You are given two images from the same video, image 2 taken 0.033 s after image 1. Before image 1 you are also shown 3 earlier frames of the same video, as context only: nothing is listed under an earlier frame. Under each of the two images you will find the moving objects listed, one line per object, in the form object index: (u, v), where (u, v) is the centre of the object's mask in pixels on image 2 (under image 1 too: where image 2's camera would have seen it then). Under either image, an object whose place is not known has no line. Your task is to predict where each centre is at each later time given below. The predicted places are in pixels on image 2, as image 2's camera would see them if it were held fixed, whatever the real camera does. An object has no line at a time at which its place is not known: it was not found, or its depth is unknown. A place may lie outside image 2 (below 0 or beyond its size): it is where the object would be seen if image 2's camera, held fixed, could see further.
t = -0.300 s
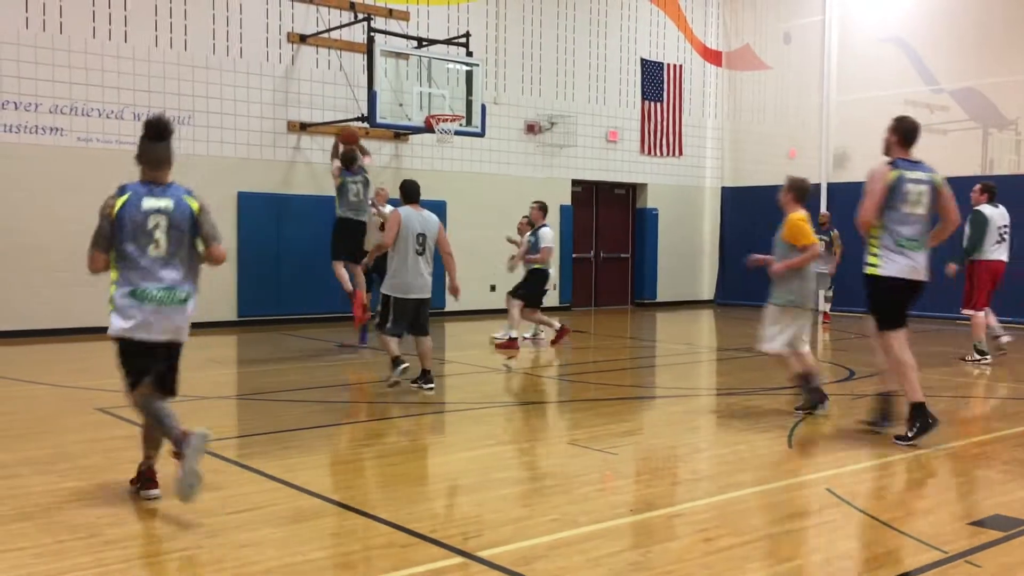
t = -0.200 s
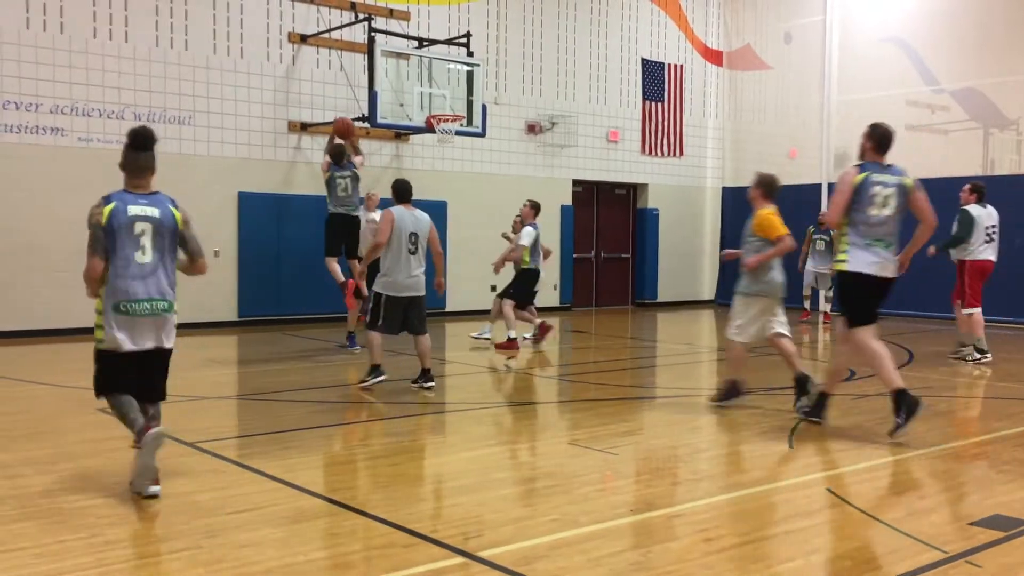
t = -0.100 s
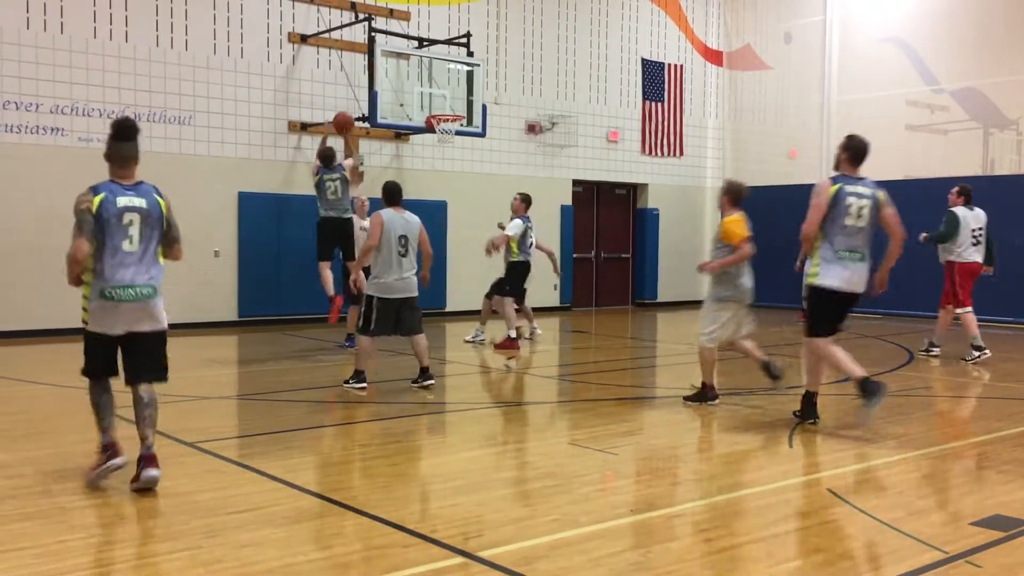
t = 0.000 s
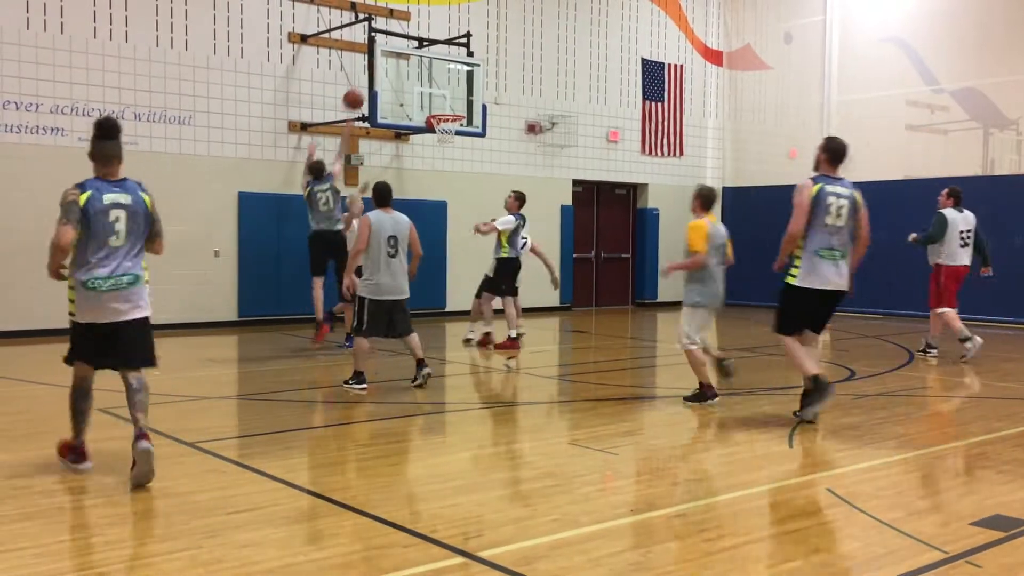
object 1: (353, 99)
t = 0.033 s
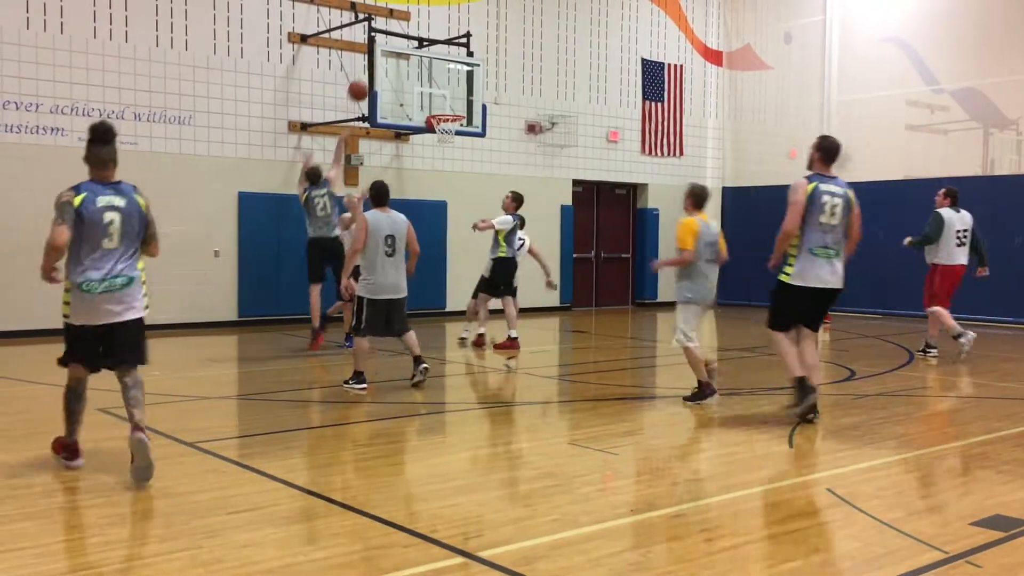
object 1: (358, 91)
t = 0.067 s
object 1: (363, 83)
